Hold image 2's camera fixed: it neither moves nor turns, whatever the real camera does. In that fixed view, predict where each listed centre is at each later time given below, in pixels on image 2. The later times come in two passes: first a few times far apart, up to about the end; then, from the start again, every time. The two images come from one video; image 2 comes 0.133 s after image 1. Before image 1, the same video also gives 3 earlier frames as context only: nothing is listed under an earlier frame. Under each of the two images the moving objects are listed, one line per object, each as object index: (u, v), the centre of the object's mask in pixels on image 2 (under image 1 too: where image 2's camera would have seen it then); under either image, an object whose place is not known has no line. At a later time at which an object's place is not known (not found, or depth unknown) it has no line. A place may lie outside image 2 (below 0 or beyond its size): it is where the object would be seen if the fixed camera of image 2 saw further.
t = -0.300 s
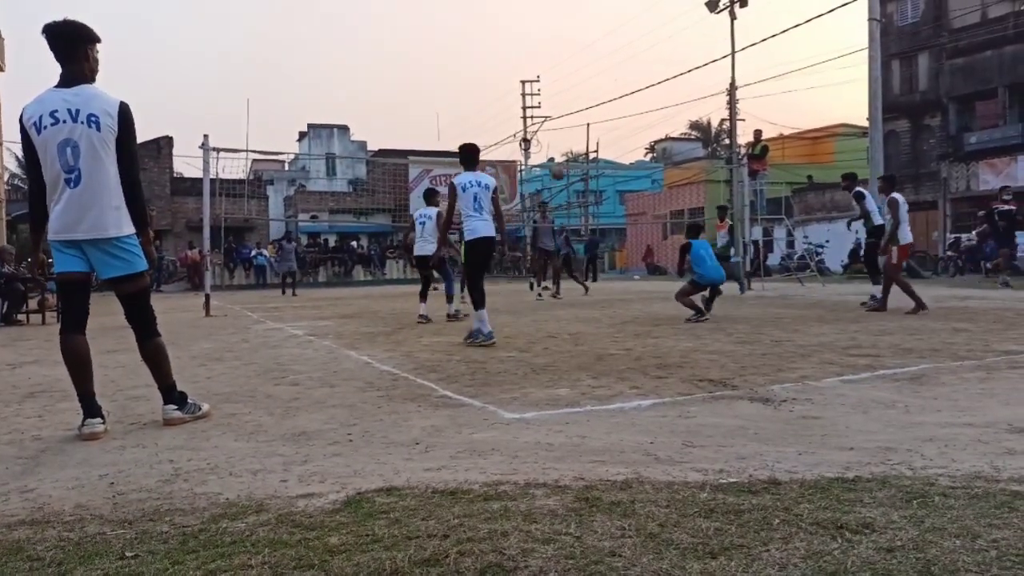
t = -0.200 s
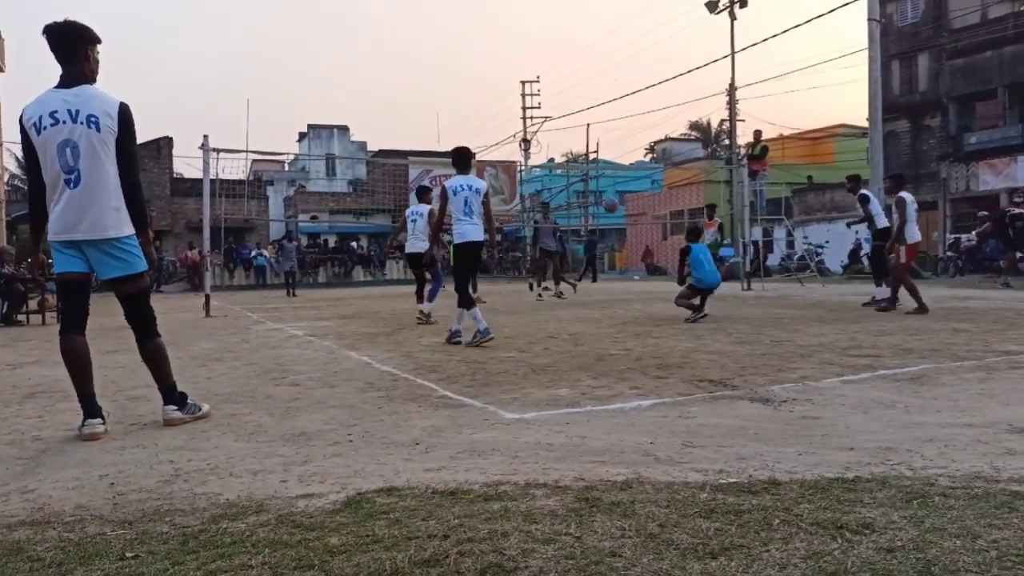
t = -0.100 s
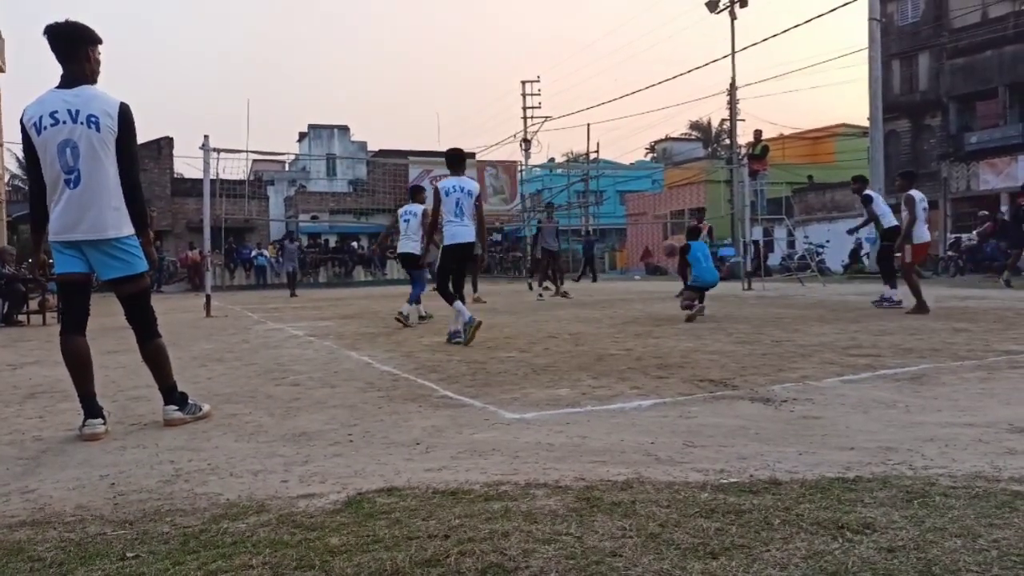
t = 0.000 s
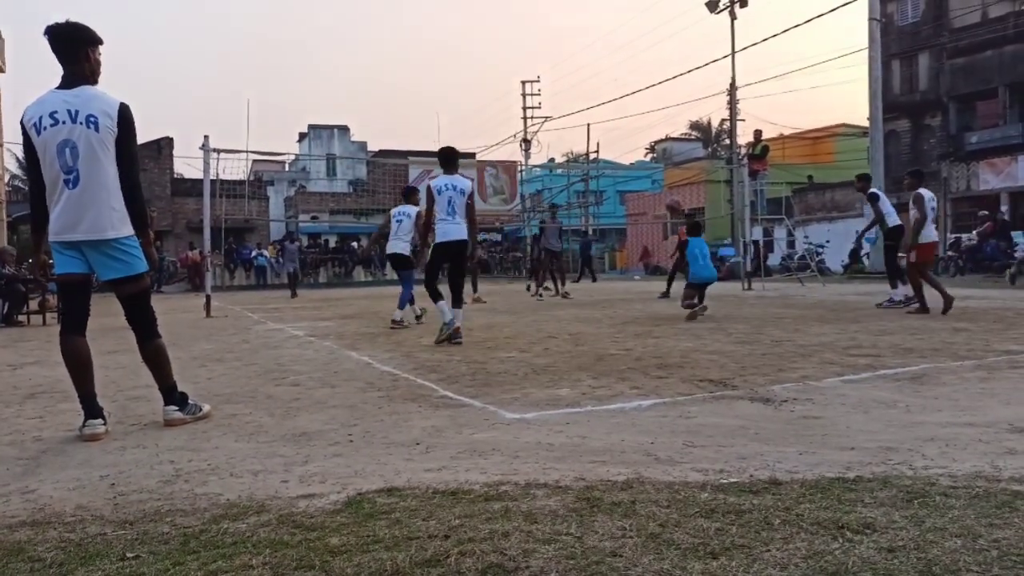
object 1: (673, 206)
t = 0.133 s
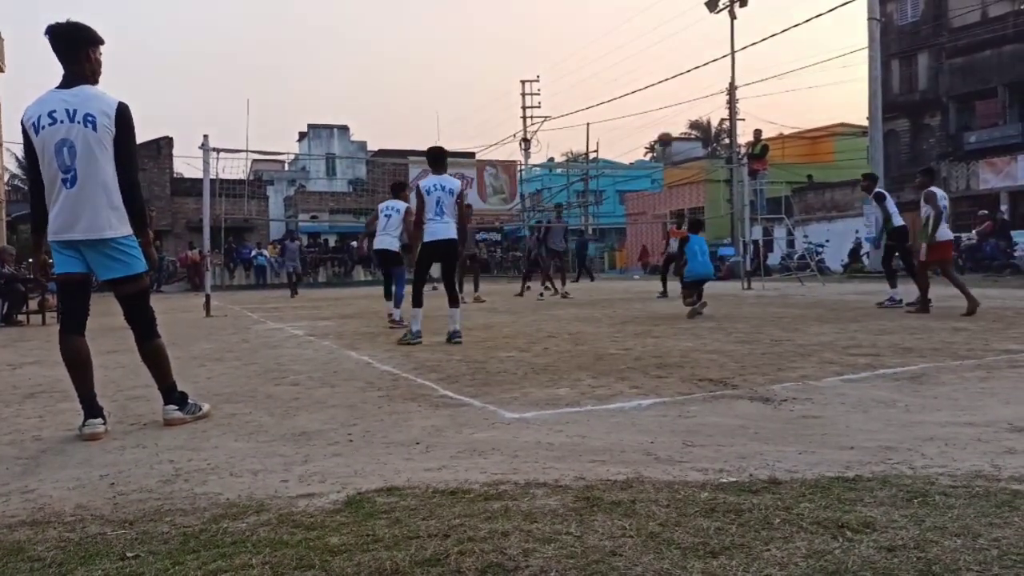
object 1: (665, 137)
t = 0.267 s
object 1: (658, 92)
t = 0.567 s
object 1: (648, 36)
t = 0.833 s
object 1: (641, 41)
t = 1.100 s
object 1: (636, 86)
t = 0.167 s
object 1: (663, 126)
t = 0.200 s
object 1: (661, 114)
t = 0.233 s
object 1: (660, 103)
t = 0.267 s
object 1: (658, 92)
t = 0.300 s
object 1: (657, 82)
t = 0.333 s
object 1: (655, 73)
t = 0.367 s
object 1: (654, 65)
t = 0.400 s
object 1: (653, 59)
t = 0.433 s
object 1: (652, 53)
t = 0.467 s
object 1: (651, 48)
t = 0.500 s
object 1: (650, 43)
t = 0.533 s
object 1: (648, 39)
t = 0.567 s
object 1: (648, 36)
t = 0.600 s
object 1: (647, 34)
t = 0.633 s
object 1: (646, 33)
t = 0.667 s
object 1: (645, 33)
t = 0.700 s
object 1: (644, 33)
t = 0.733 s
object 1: (643, 34)
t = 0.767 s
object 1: (642, 35)
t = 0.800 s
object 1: (642, 38)
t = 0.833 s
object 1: (641, 41)
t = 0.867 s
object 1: (640, 44)
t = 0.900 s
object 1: (639, 48)
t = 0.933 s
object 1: (639, 53)
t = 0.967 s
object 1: (638, 59)
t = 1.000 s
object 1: (638, 65)
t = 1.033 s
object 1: (637, 72)
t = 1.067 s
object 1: (636, 79)
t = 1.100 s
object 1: (636, 86)
